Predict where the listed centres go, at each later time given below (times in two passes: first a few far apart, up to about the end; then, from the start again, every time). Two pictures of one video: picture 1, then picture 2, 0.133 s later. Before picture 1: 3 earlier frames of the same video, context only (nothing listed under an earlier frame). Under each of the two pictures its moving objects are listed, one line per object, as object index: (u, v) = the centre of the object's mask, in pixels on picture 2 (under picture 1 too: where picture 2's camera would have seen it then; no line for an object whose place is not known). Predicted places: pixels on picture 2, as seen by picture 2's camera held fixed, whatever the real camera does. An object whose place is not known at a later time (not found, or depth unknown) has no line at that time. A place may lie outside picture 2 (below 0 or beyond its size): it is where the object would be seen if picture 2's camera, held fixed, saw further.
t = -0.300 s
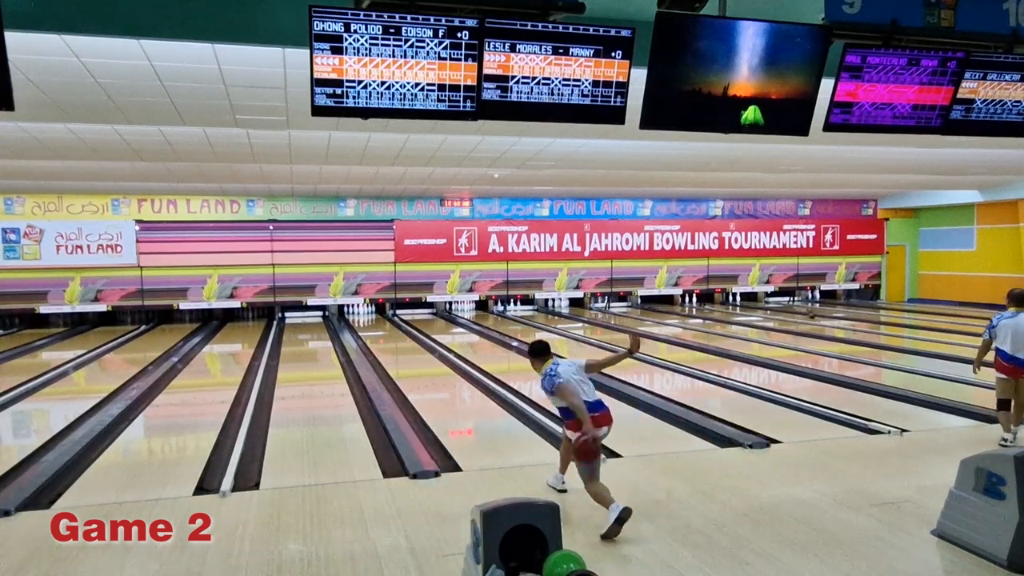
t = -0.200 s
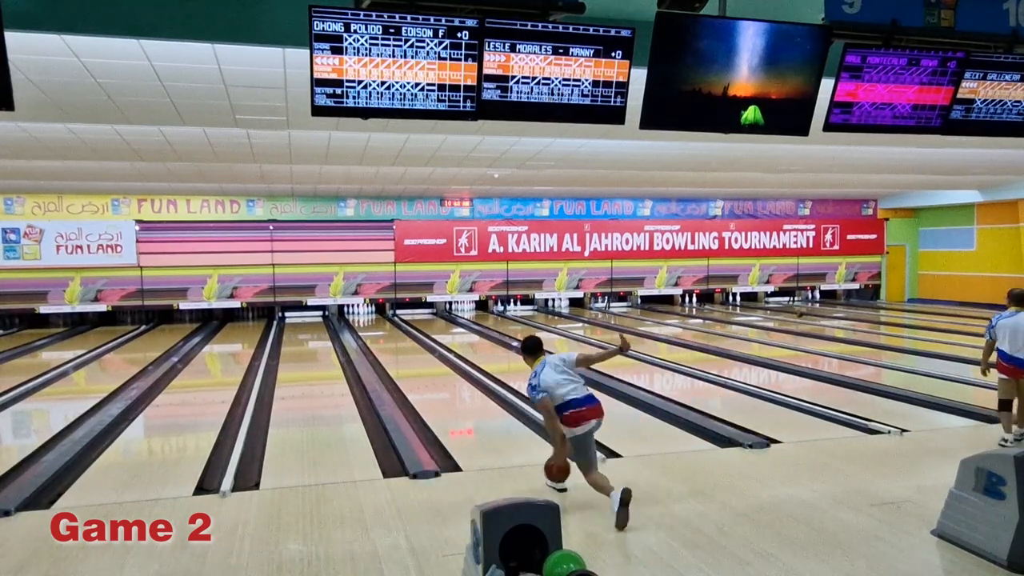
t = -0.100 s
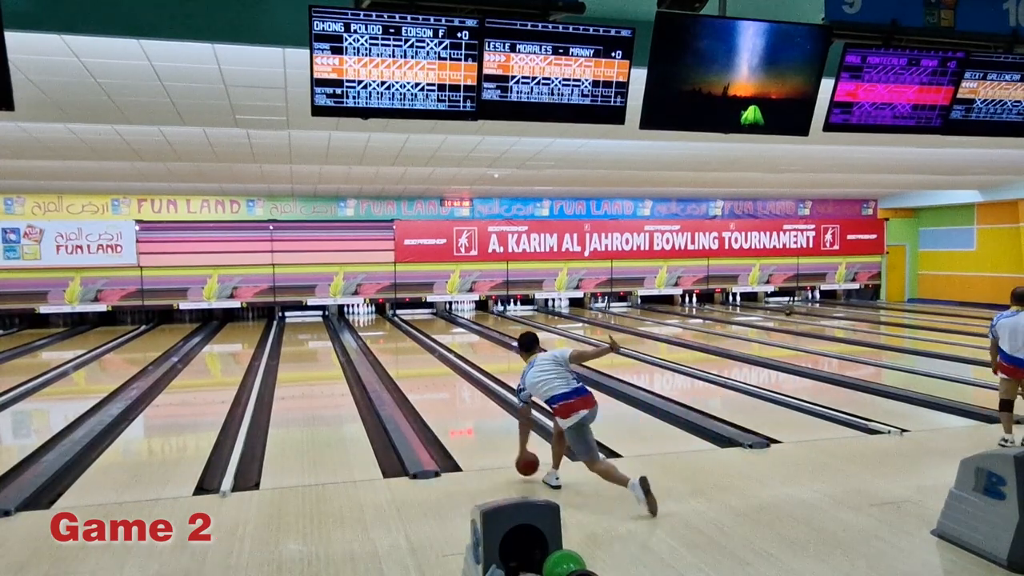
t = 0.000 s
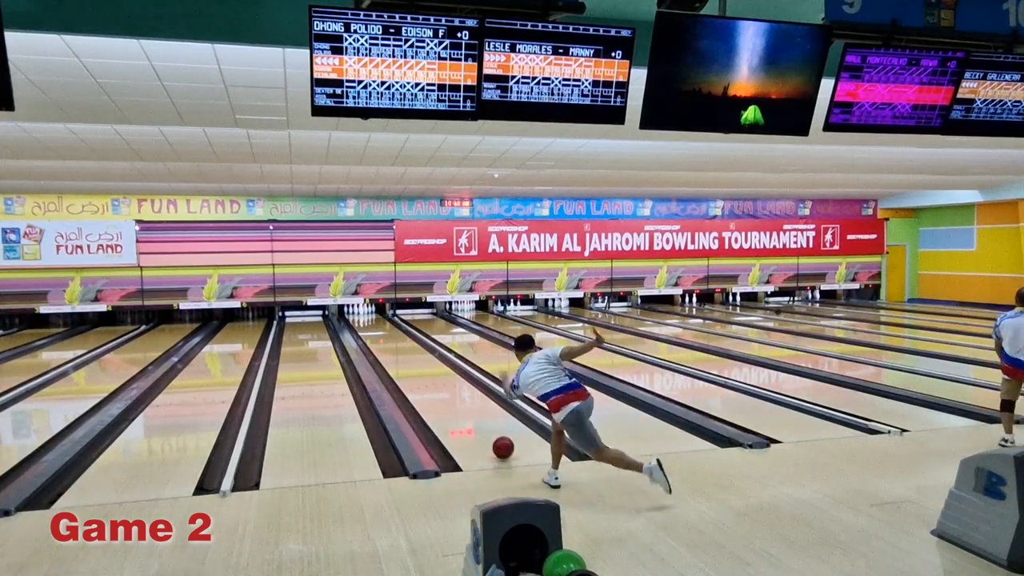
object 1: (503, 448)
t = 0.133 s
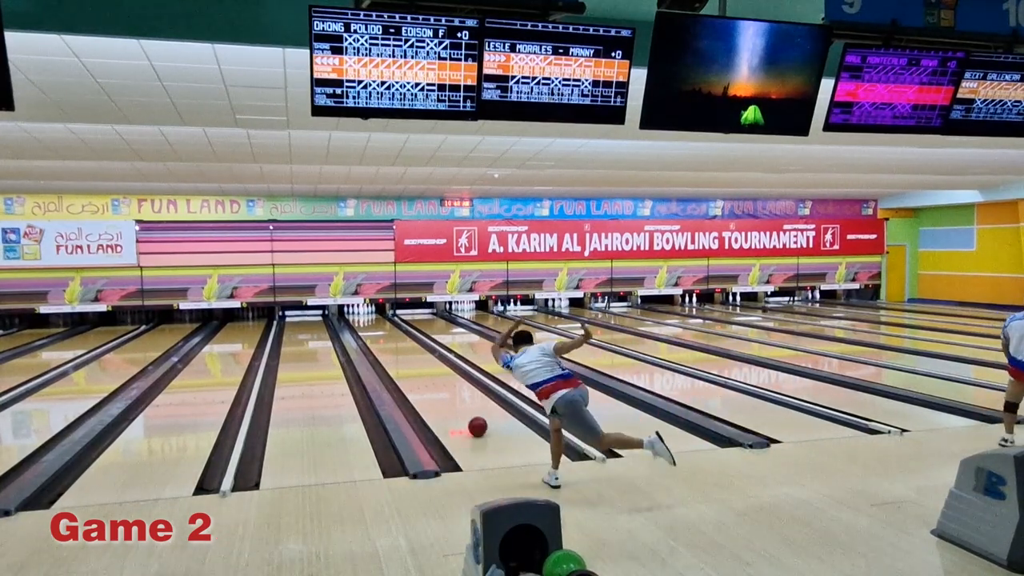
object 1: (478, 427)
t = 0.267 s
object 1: (457, 410)
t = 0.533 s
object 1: (427, 383)
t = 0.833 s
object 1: (404, 363)
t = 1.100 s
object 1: (389, 349)
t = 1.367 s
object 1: (378, 339)
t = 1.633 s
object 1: (369, 330)
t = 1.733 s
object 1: (367, 327)
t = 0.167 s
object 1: (472, 422)
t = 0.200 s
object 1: (467, 418)
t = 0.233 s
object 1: (462, 413)
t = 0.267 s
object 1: (457, 410)
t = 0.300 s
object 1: (453, 406)
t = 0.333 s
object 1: (448, 402)
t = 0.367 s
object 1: (444, 399)
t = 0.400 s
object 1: (441, 395)
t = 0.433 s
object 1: (437, 392)
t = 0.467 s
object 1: (433, 389)
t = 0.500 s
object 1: (430, 386)
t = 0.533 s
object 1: (427, 383)
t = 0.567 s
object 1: (424, 381)
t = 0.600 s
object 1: (421, 378)
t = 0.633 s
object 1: (418, 376)
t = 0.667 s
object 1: (416, 373)
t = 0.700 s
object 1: (413, 371)
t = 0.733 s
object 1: (411, 369)
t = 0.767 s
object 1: (408, 367)
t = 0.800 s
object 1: (406, 365)
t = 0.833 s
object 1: (404, 363)
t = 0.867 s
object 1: (402, 361)
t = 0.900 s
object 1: (400, 359)
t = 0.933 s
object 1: (398, 357)
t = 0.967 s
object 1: (396, 356)
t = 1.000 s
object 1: (394, 354)
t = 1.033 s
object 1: (392, 352)
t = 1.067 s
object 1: (391, 351)
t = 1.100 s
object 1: (389, 349)
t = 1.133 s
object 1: (387, 348)
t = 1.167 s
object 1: (386, 346)
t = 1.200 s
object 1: (384, 345)
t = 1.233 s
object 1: (383, 344)
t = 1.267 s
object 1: (381, 342)
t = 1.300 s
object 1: (380, 341)
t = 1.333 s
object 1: (379, 340)
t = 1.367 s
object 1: (378, 339)
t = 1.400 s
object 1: (377, 338)
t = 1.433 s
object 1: (376, 337)
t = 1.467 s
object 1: (374, 335)
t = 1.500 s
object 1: (373, 334)
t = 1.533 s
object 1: (372, 333)
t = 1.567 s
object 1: (371, 332)
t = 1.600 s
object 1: (370, 331)
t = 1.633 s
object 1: (369, 330)
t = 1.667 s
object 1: (368, 329)
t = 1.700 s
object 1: (367, 328)
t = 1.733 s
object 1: (367, 327)
